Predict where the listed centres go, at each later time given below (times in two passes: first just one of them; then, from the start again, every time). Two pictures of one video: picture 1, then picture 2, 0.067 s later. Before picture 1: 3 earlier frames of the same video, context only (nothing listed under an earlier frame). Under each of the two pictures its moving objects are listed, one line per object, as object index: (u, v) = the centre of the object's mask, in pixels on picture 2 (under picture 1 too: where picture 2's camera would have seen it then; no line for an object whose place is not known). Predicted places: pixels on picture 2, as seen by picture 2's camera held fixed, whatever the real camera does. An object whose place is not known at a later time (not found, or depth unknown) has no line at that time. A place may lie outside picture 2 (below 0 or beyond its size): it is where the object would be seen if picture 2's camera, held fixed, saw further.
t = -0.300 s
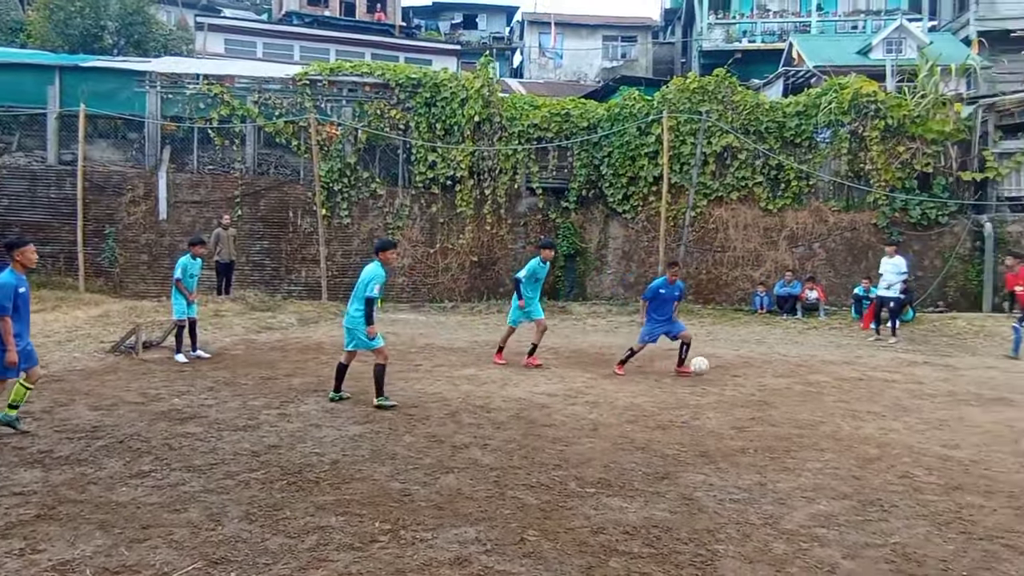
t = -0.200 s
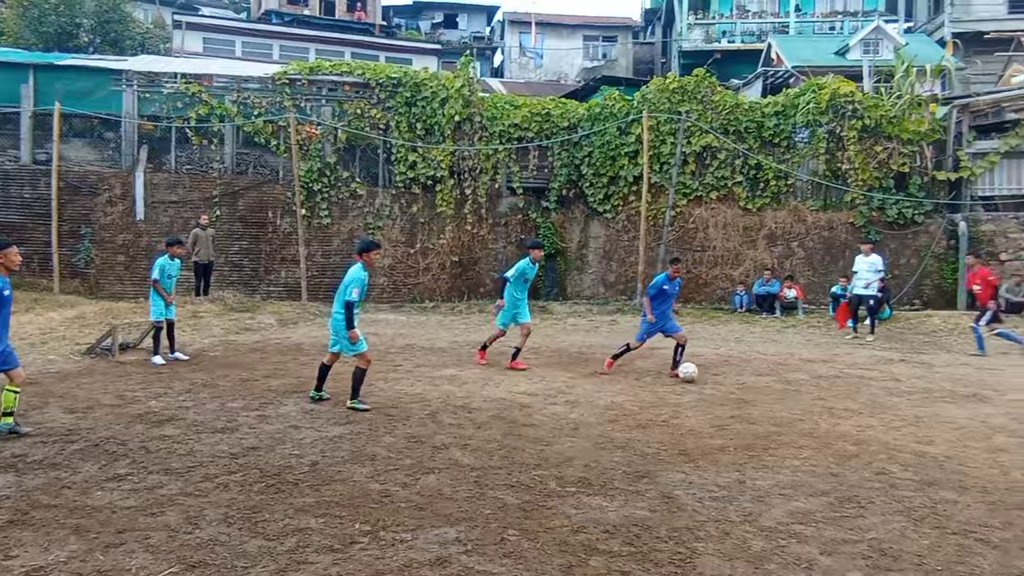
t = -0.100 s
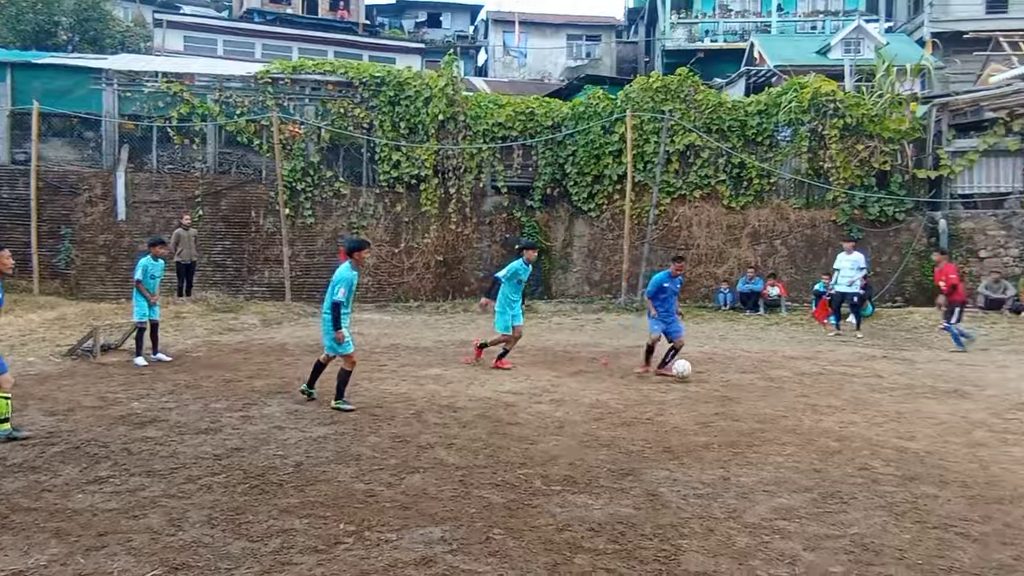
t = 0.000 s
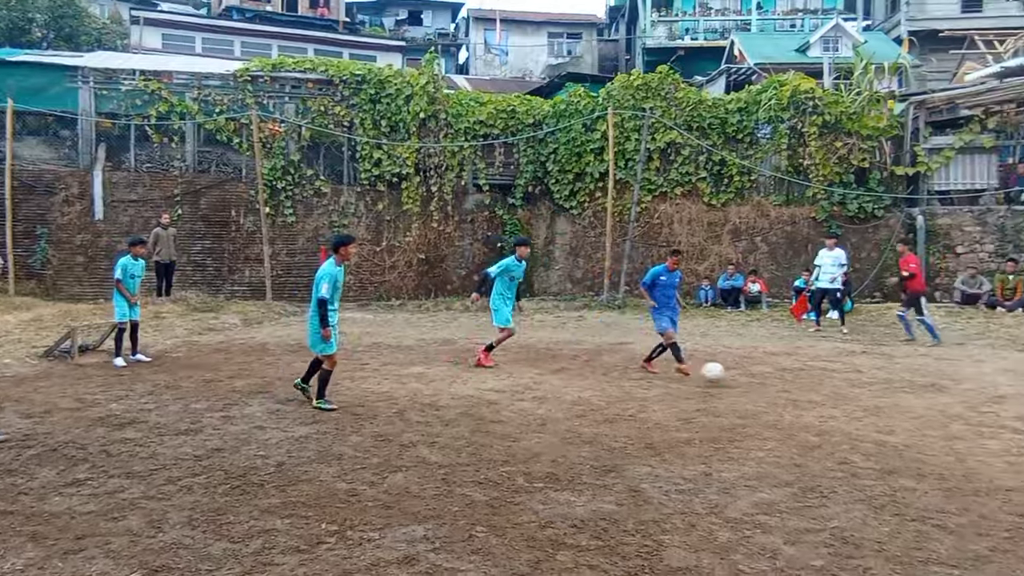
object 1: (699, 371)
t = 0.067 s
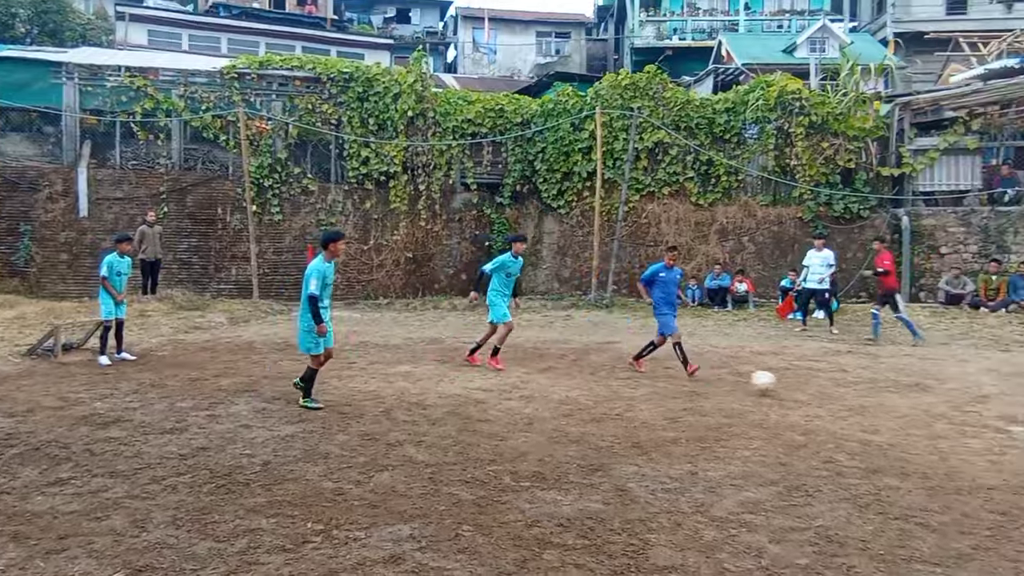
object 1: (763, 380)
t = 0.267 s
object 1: (983, 408)
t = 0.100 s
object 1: (797, 389)
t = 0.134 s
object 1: (834, 395)
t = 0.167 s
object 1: (868, 396)
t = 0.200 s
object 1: (905, 398)
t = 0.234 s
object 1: (943, 401)
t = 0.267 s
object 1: (983, 408)
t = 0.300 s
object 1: (1026, 415)
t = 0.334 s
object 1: (1070, 423)
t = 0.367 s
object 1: (1118, 435)
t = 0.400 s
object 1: (1169, 445)
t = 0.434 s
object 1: (1212, 446)
